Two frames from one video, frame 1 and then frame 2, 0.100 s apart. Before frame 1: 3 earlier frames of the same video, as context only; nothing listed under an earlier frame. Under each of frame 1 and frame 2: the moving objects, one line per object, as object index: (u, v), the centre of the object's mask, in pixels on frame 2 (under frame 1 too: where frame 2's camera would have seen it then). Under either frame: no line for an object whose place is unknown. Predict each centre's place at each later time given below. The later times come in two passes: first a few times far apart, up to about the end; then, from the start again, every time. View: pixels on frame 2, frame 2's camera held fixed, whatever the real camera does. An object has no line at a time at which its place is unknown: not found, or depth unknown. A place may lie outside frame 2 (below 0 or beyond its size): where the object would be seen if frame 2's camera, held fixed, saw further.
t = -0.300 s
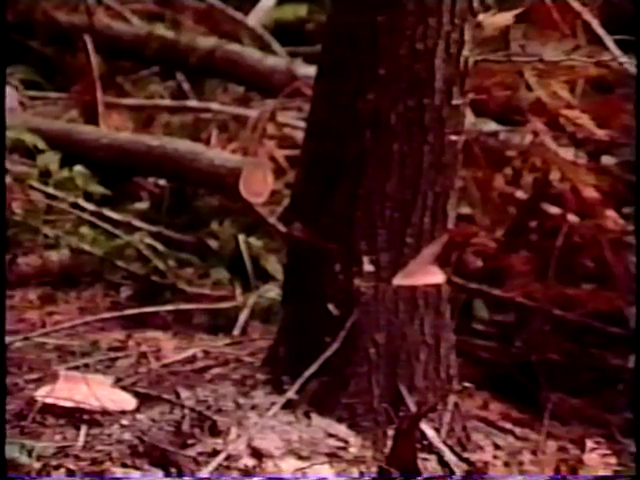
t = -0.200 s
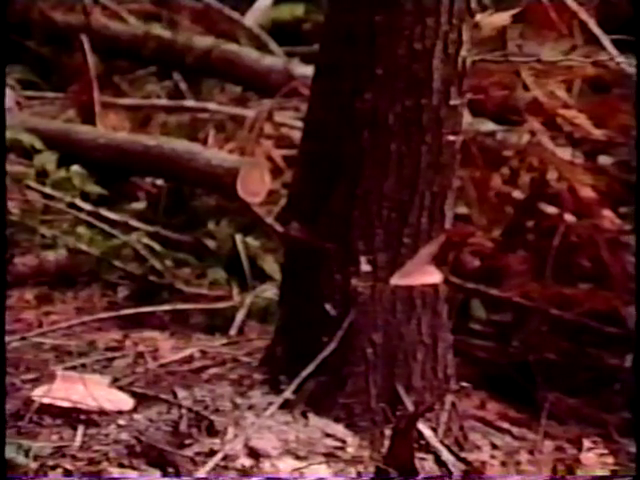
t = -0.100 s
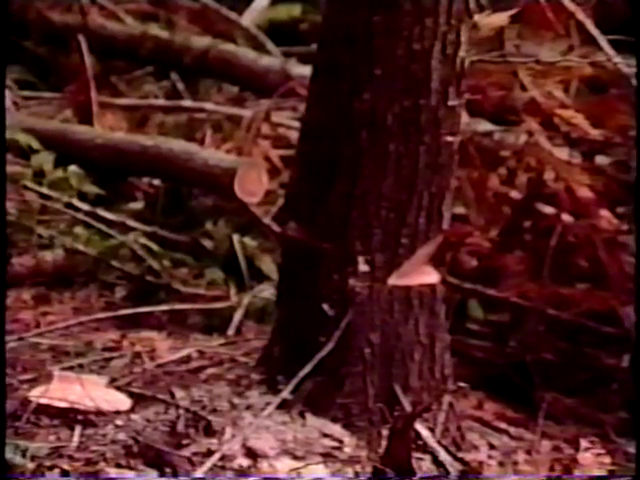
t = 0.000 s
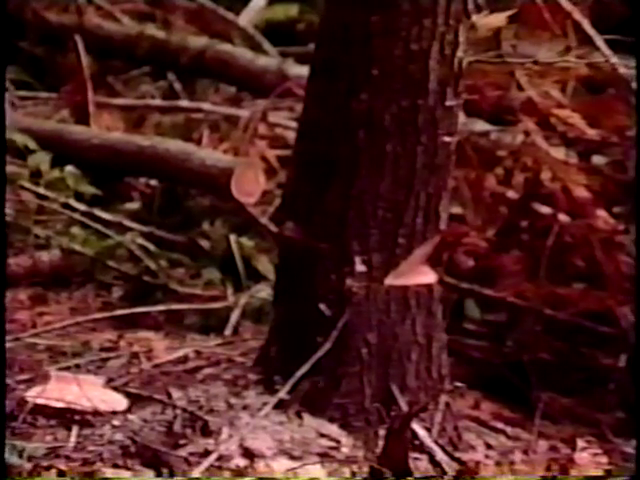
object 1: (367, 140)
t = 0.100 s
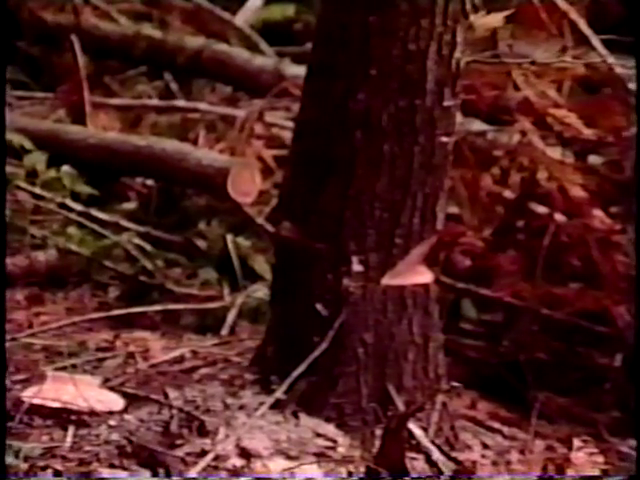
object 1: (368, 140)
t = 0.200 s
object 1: (369, 140)
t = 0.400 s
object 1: (369, 141)
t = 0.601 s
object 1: (372, 140)
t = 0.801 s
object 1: (378, 134)
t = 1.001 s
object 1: (385, 133)
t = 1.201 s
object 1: (392, 133)
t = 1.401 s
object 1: (402, 131)
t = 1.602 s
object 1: (410, 131)
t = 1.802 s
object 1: (418, 129)
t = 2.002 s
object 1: (428, 127)
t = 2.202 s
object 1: (439, 127)
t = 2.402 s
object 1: (456, 127)
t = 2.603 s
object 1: (473, 130)
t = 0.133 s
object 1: (368, 140)
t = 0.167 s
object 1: (369, 140)
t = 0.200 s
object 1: (369, 140)
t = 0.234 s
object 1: (369, 140)
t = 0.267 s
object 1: (369, 140)
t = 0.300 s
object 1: (371, 134)
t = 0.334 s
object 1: (370, 141)
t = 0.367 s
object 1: (368, 142)
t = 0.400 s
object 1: (369, 141)
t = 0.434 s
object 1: (370, 140)
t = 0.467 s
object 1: (371, 138)
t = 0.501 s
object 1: (372, 138)
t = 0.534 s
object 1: (372, 138)
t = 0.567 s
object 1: (372, 140)
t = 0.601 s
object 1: (372, 140)
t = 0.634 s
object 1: (372, 140)
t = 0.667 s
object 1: (373, 140)
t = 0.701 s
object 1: (376, 134)
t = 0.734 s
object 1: (377, 133)
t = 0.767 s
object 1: (378, 133)
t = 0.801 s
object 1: (378, 134)
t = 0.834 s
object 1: (379, 133)
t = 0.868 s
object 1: (380, 134)
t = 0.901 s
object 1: (381, 133)
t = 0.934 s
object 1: (383, 133)
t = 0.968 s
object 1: (384, 133)
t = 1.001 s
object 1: (385, 133)
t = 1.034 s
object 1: (386, 133)
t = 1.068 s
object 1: (387, 133)
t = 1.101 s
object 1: (388, 133)
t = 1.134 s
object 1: (389, 133)
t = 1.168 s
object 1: (391, 133)
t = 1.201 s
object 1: (392, 133)
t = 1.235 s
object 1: (394, 133)
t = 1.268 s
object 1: (395, 132)
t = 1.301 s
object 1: (396, 132)
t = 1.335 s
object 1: (397, 133)
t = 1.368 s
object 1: (399, 132)
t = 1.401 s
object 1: (402, 131)
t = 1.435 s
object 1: (403, 131)
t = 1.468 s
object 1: (404, 130)
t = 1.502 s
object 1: (405, 132)
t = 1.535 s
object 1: (406, 131)
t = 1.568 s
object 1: (408, 131)
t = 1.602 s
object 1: (410, 131)
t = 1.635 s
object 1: (411, 130)
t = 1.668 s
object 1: (412, 130)
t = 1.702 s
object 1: (414, 130)
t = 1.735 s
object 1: (415, 130)
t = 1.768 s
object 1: (417, 129)
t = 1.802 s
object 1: (418, 129)
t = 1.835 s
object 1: (419, 129)
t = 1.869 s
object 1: (421, 129)
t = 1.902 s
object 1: (423, 128)
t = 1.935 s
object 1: (424, 128)
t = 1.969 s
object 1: (426, 127)
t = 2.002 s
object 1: (428, 127)
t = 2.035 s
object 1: (429, 127)
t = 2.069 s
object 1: (431, 127)
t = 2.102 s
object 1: (433, 128)
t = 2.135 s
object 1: (435, 128)
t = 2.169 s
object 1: (437, 128)
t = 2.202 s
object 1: (439, 127)
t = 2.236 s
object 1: (442, 126)
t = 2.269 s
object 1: (445, 127)
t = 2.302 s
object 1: (448, 127)
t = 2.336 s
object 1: (451, 126)
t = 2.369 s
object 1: (453, 127)
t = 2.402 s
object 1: (456, 127)
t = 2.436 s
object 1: (458, 127)
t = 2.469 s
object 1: (462, 129)
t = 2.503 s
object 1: (466, 128)
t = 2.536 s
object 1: (468, 129)
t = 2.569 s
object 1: (470, 130)
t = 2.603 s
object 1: (473, 130)
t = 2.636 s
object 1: (477, 129)
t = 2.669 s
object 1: (481, 128)
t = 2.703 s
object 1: (484, 128)
